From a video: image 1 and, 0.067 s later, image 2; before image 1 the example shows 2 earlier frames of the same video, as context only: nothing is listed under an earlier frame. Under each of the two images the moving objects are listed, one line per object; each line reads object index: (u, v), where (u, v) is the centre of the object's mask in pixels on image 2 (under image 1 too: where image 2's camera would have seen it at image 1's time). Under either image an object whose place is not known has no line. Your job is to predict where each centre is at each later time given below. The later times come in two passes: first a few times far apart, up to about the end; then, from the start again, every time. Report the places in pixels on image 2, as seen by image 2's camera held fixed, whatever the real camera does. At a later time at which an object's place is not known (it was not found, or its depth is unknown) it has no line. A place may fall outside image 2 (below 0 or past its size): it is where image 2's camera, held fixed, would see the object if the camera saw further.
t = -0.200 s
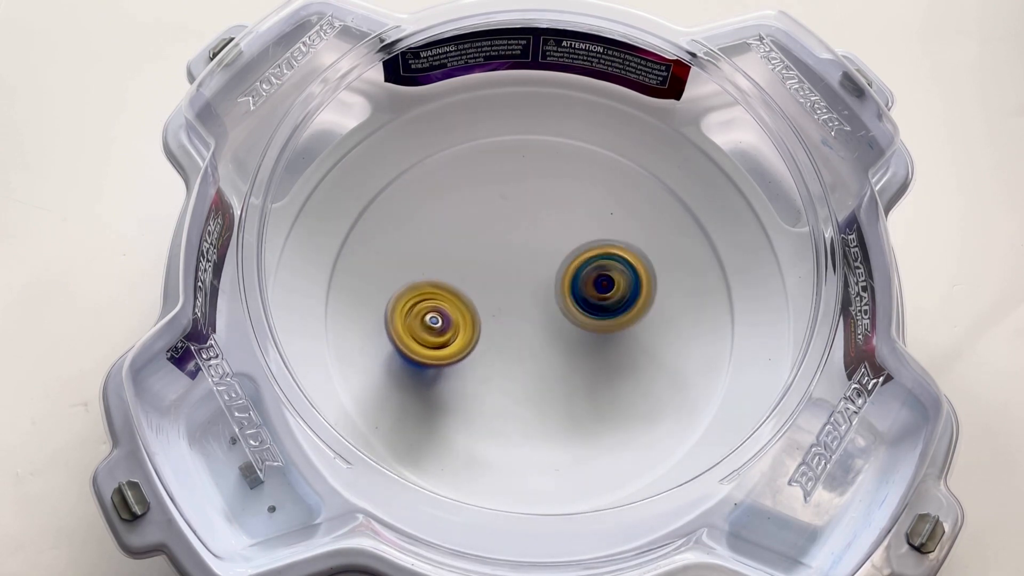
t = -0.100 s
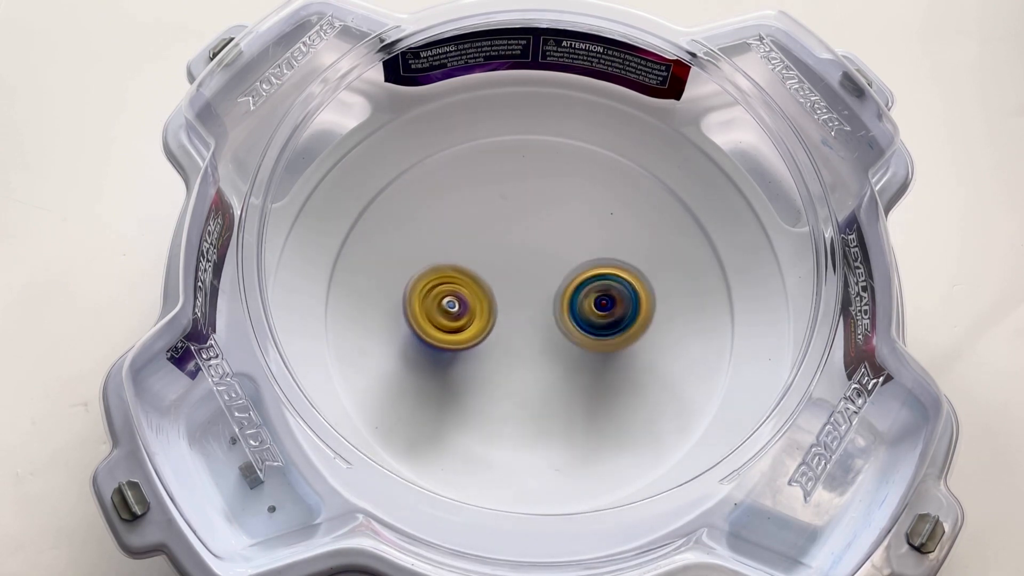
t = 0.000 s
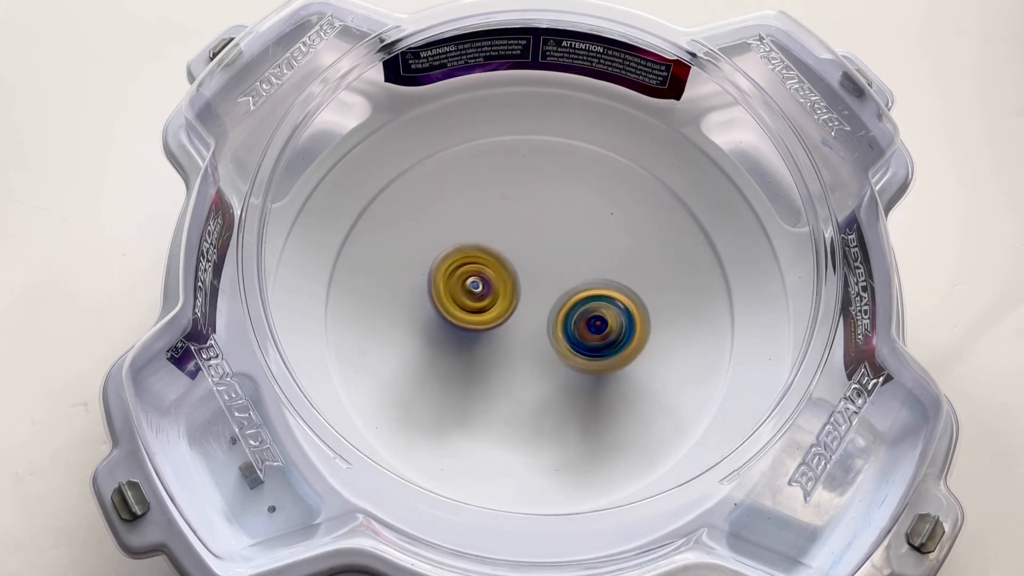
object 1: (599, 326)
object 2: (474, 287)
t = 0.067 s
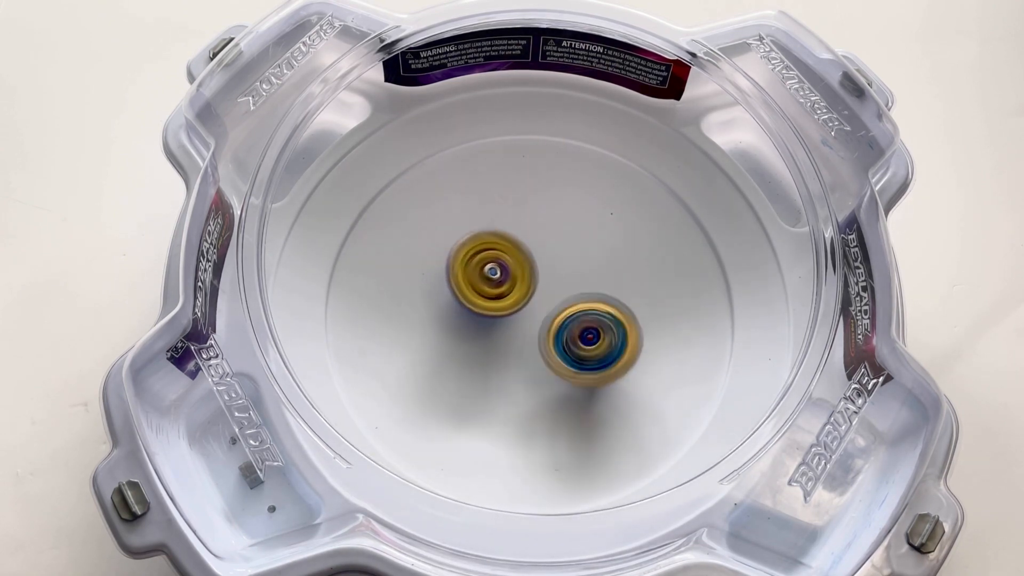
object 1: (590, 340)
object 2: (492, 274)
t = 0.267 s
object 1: (555, 369)
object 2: (544, 240)
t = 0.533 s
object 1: (498, 370)
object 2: (584, 239)
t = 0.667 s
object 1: (474, 353)
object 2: (590, 262)
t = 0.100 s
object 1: (585, 345)
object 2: (501, 267)
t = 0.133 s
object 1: (580, 351)
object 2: (510, 260)
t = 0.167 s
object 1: (575, 355)
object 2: (519, 255)
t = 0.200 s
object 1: (570, 361)
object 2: (528, 249)
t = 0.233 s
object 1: (563, 366)
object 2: (536, 244)
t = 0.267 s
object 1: (555, 369)
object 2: (544, 240)
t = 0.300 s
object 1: (548, 372)
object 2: (551, 237)
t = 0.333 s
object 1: (540, 374)
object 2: (557, 235)
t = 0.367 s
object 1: (532, 375)
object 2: (563, 233)
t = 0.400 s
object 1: (524, 375)
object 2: (569, 232)
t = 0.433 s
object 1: (517, 375)
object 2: (573, 232)
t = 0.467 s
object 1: (510, 374)
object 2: (578, 233)
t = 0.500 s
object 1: (504, 372)
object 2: (581, 236)
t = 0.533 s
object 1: (498, 370)
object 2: (584, 239)
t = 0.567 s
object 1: (491, 367)
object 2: (586, 243)
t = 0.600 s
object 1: (486, 363)
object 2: (588, 249)
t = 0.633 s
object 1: (480, 358)
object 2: (589, 255)
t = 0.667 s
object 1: (474, 353)
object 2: (590, 262)
